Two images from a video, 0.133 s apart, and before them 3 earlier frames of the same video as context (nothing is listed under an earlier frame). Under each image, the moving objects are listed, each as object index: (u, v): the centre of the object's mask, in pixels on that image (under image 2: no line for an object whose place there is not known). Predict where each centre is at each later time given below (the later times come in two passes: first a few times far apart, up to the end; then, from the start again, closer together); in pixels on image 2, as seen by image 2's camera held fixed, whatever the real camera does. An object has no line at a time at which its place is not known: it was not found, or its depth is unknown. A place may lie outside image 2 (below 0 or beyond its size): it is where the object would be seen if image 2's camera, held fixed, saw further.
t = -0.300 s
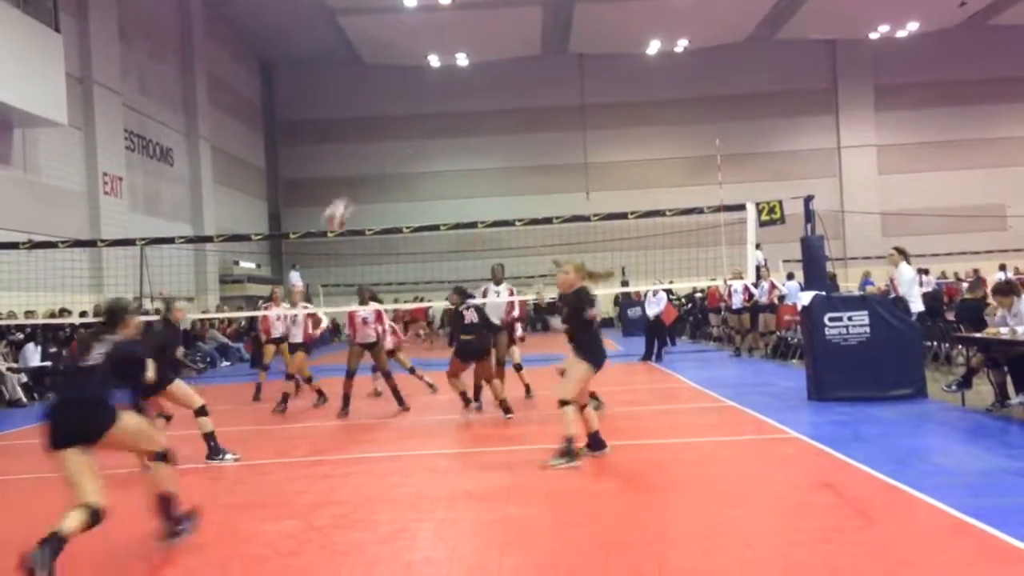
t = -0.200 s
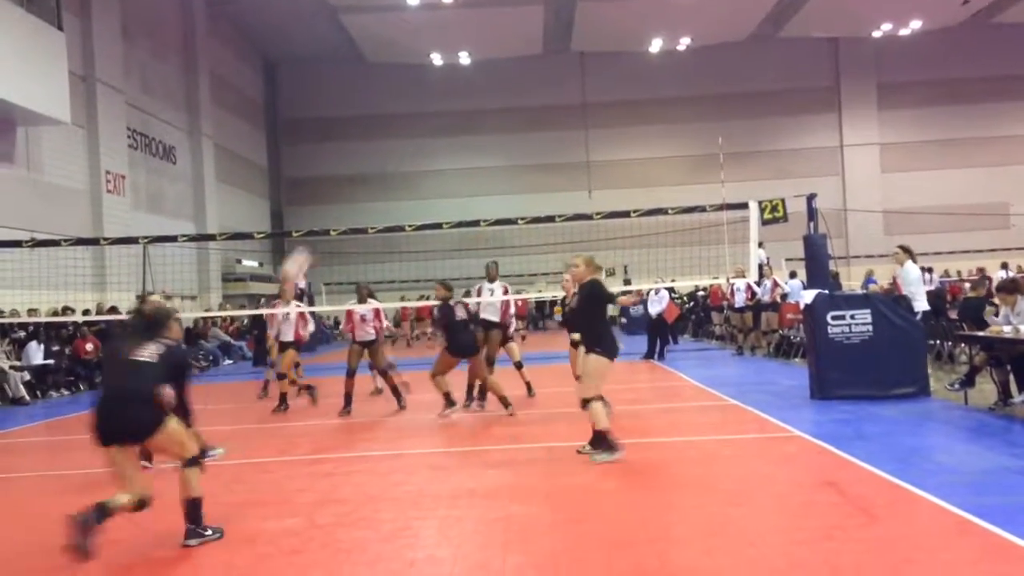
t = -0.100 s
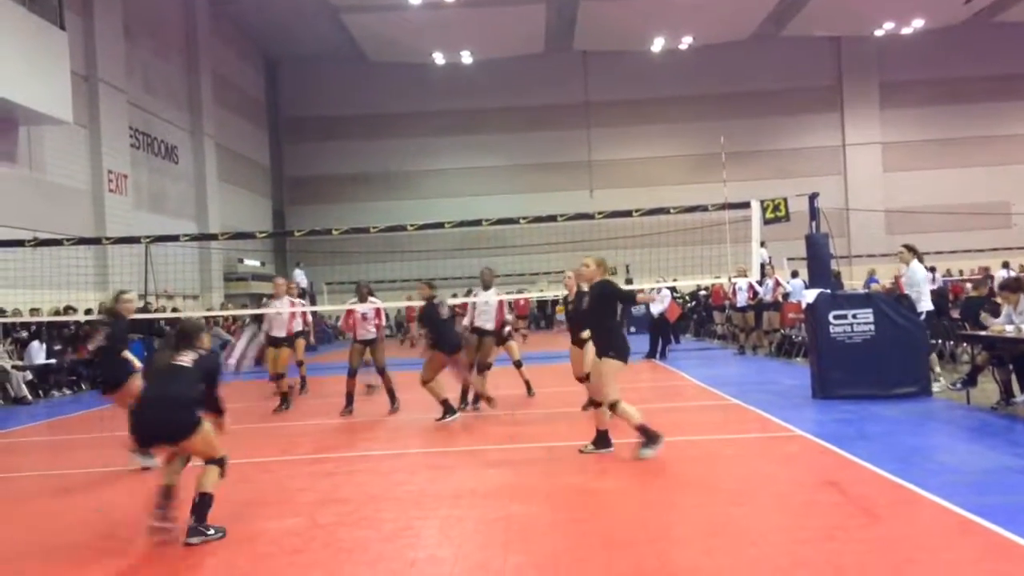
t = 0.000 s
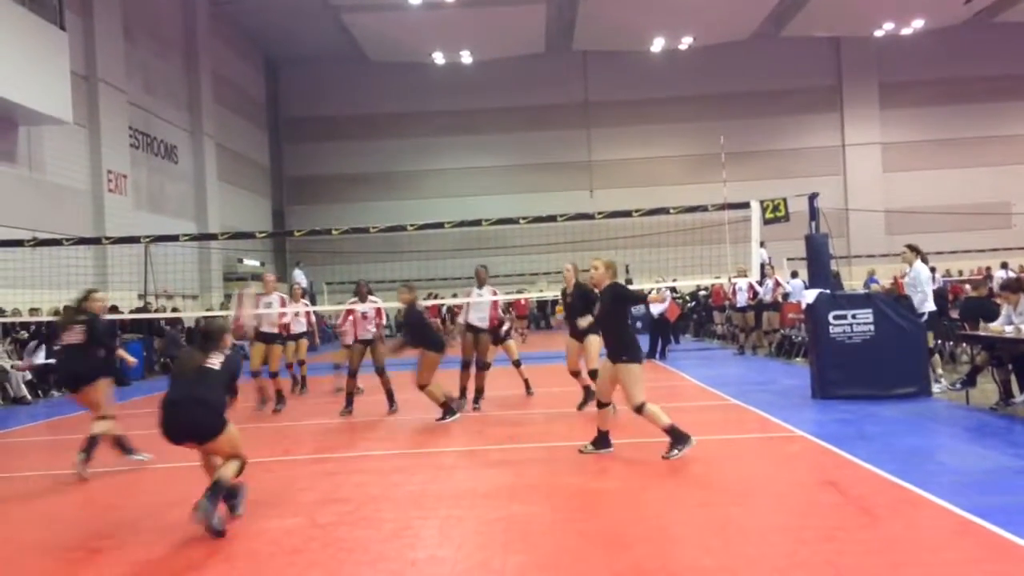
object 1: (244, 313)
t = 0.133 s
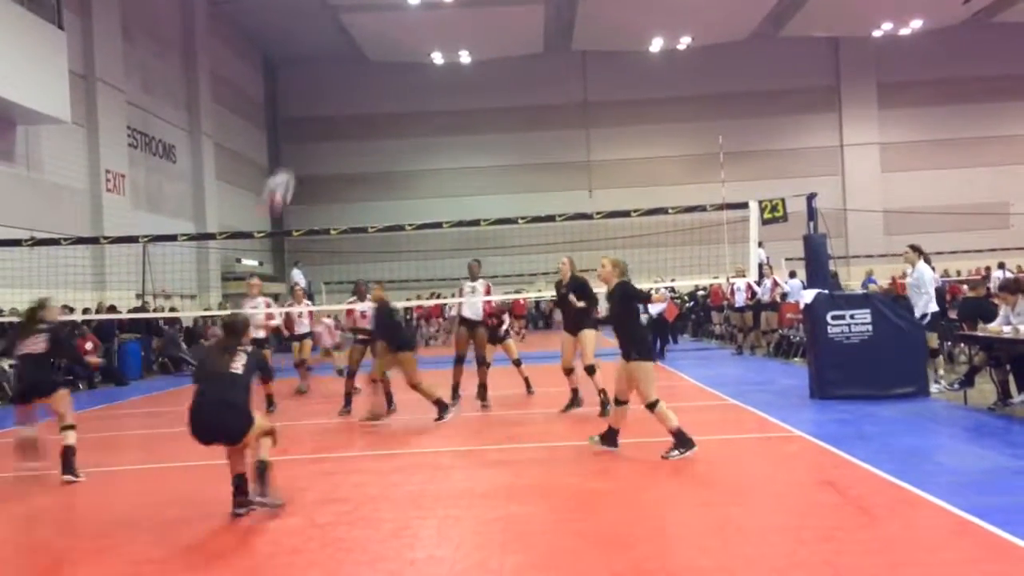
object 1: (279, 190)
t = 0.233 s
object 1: (304, 127)
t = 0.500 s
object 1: (362, 26)
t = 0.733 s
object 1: (407, 12)
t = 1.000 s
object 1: (451, 62)
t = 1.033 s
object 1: (455, 73)
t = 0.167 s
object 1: (288, 167)
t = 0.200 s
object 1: (297, 144)
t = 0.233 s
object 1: (304, 127)
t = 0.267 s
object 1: (313, 106)
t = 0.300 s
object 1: (320, 89)
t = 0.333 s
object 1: (328, 75)
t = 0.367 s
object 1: (334, 62)
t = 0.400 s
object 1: (343, 53)
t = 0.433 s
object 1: (349, 44)
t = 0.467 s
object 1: (356, 34)
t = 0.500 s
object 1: (362, 26)
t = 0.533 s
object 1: (369, 22)
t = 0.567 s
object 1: (376, 15)
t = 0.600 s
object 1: (382, 13)
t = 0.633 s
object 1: (388, 11)
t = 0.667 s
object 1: (393, 11)
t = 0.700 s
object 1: (400, 11)
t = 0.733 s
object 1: (407, 12)
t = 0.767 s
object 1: (411, 14)
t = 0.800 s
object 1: (419, 20)
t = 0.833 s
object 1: (422, 24)
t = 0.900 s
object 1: (434, 37)
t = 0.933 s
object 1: (441, 42)
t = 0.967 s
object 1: (447, 53)
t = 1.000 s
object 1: (451, 62)
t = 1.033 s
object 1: (455, 73)
